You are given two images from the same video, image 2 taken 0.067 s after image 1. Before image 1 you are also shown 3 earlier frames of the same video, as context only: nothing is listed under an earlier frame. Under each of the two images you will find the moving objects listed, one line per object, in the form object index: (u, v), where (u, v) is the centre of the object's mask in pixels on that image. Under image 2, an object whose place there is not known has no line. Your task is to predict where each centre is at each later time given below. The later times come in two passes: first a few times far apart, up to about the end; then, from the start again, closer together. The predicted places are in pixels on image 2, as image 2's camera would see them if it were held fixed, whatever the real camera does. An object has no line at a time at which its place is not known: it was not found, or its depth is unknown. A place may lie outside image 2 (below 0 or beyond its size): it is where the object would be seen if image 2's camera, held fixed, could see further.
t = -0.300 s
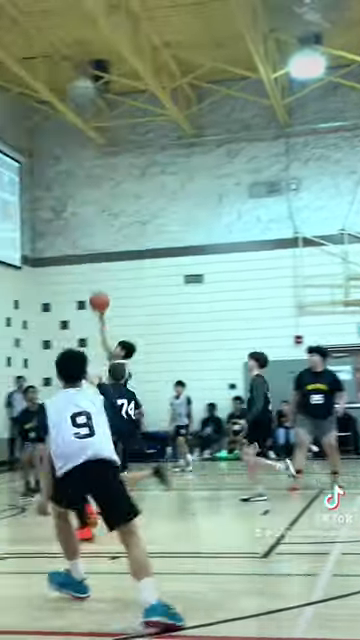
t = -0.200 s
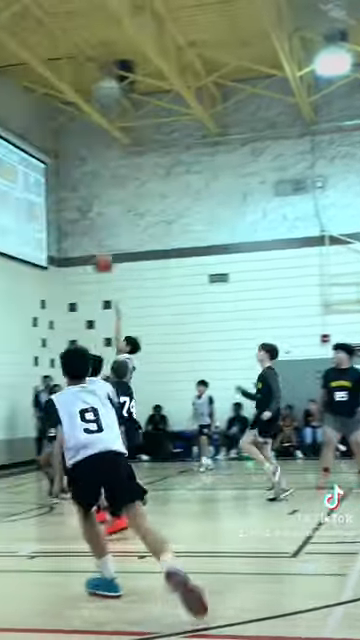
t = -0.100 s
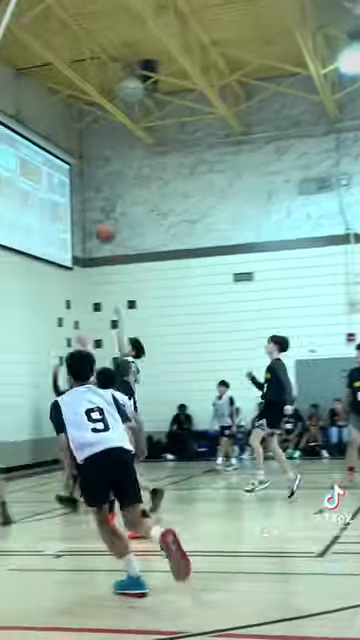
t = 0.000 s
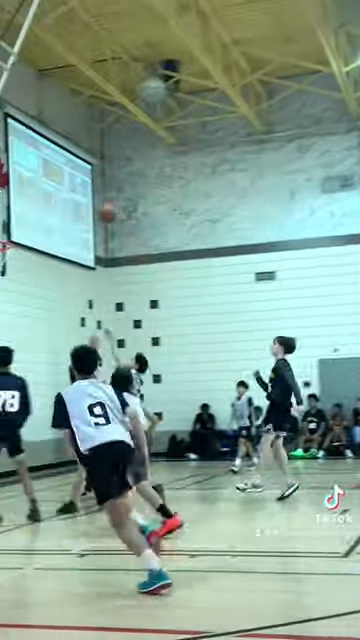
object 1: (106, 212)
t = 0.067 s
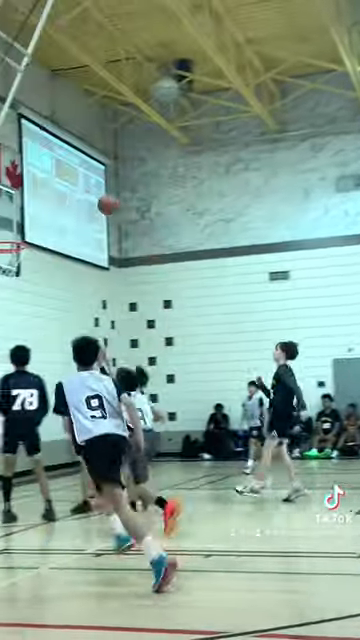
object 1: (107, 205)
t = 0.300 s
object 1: (61, 202)
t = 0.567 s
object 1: (11, 238)
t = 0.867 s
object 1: (9, 233)
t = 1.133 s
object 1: (17, 235)
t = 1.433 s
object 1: (11, 273)
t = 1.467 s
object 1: (9, 278)
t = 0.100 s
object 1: (100, 201)
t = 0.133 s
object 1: (94, 200)
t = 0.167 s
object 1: (87, 199)
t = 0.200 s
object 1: (80, 198)
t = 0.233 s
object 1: (74, 199)
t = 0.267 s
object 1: (67, 200)
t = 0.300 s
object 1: (61, 202)
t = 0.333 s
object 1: (54, 206)
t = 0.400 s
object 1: (41, 216)
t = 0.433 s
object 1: (35, 222)
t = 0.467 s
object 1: (30, 228)
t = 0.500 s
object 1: (23, 237)
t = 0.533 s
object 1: (16, 236)
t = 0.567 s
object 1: (11, 238)
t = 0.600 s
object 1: (6, 236)
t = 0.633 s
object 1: (2, 238)
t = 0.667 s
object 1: (-2, 240)
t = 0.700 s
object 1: (0, 238)
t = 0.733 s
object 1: (1, 237)
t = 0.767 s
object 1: (3, 236)
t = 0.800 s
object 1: (5, 235)
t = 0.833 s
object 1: (7, 234)
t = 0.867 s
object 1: (9, 233)
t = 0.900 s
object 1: (11, 232)
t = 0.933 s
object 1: (12, 232)
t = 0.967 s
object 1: (13, 232)
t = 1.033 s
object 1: (17, 234)
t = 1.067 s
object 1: (17, 234)
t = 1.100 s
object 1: (17, 234)
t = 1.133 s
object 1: (17, 235)
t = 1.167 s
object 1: (17, 236)
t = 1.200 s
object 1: (16, 237)
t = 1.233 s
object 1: (15, 241)
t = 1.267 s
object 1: (13, 245)
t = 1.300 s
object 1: (15, 252)
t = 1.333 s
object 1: (15, 255)
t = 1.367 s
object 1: (13, 264)
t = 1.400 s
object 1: (11, 269)
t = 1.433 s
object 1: (11, 273)
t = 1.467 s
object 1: (9, 278)
